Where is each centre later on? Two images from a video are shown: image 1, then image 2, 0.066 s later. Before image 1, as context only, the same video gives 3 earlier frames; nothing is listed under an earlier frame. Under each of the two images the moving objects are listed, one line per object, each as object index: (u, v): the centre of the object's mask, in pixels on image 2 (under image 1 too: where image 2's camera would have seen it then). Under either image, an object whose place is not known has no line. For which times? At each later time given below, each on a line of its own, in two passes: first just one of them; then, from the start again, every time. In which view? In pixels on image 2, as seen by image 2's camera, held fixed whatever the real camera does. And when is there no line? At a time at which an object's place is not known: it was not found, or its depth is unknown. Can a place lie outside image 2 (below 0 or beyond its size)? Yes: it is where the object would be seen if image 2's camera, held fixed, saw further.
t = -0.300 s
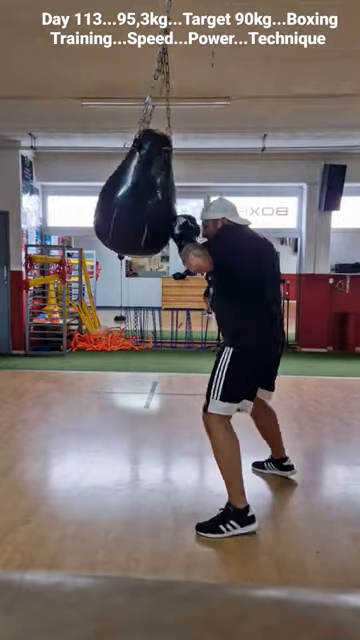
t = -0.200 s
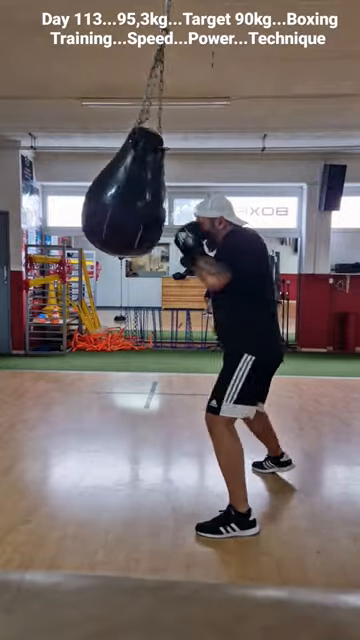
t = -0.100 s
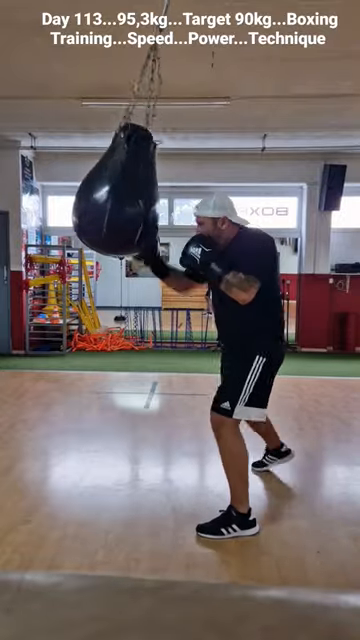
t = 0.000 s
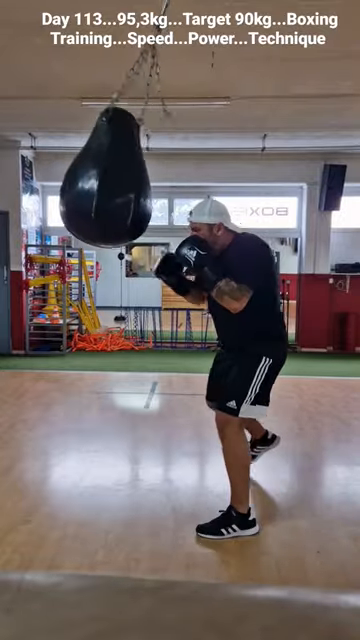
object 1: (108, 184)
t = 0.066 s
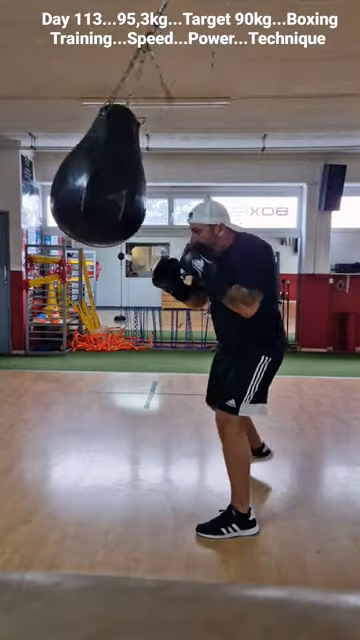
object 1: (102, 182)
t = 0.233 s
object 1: (106, 170)
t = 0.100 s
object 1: (100, 182)
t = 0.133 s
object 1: (100, 181)
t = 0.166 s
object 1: (102, 177)
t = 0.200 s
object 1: (103, 173)
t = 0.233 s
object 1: (106, 170)
